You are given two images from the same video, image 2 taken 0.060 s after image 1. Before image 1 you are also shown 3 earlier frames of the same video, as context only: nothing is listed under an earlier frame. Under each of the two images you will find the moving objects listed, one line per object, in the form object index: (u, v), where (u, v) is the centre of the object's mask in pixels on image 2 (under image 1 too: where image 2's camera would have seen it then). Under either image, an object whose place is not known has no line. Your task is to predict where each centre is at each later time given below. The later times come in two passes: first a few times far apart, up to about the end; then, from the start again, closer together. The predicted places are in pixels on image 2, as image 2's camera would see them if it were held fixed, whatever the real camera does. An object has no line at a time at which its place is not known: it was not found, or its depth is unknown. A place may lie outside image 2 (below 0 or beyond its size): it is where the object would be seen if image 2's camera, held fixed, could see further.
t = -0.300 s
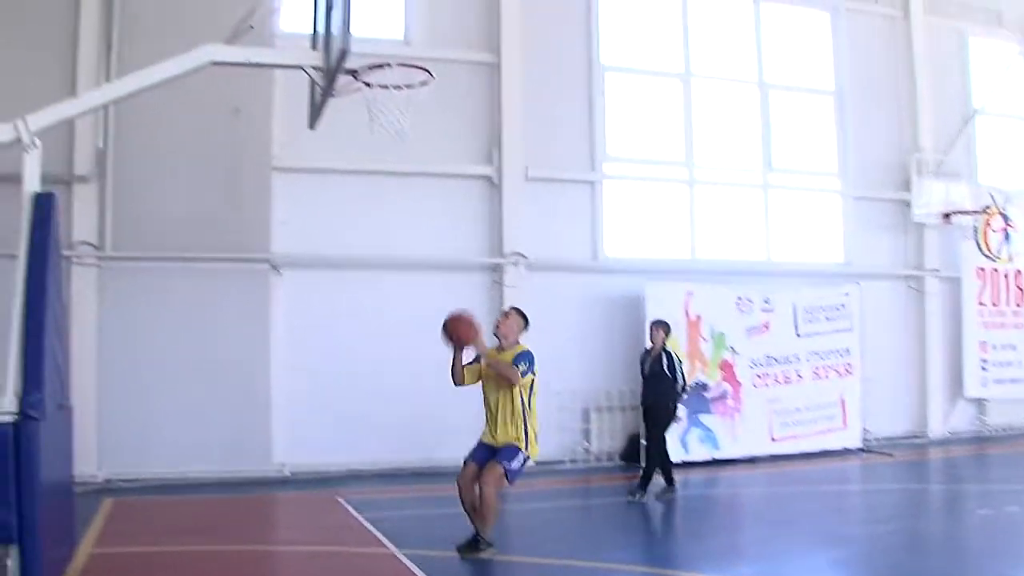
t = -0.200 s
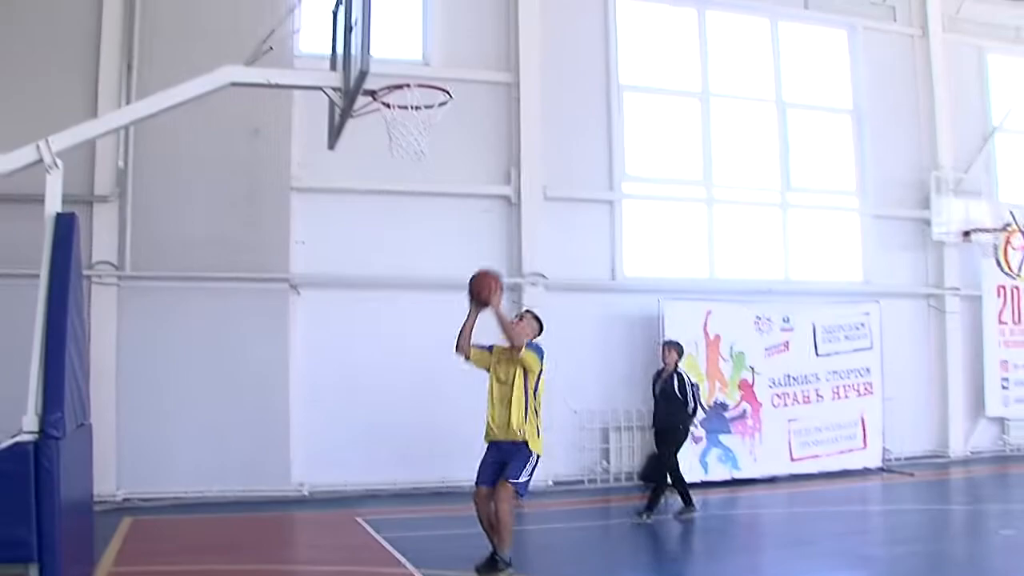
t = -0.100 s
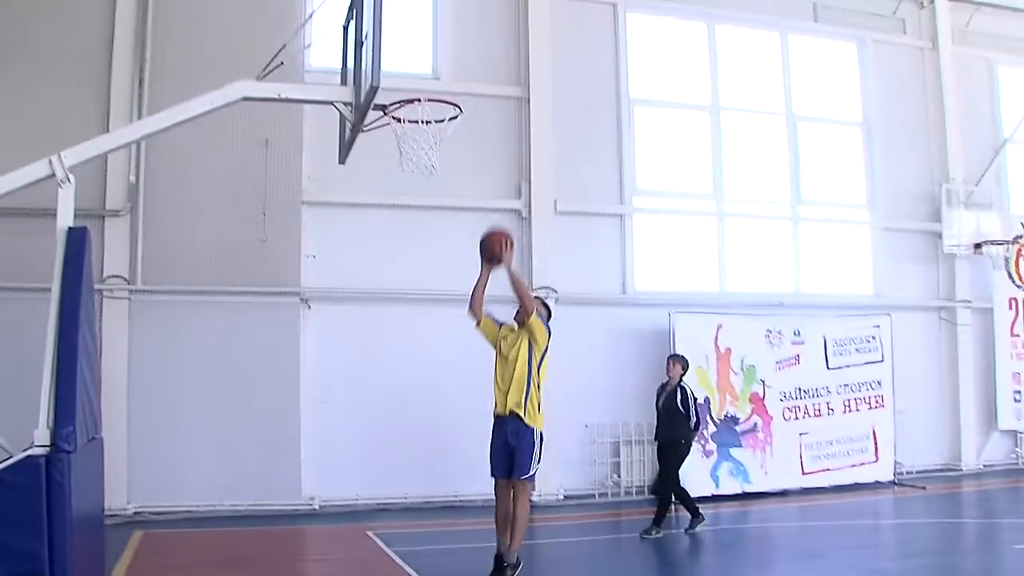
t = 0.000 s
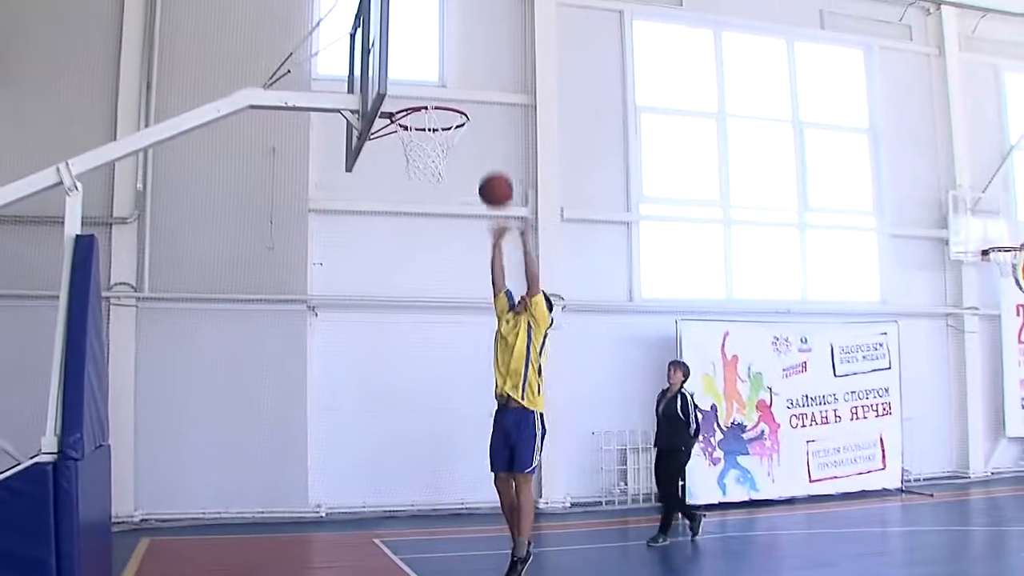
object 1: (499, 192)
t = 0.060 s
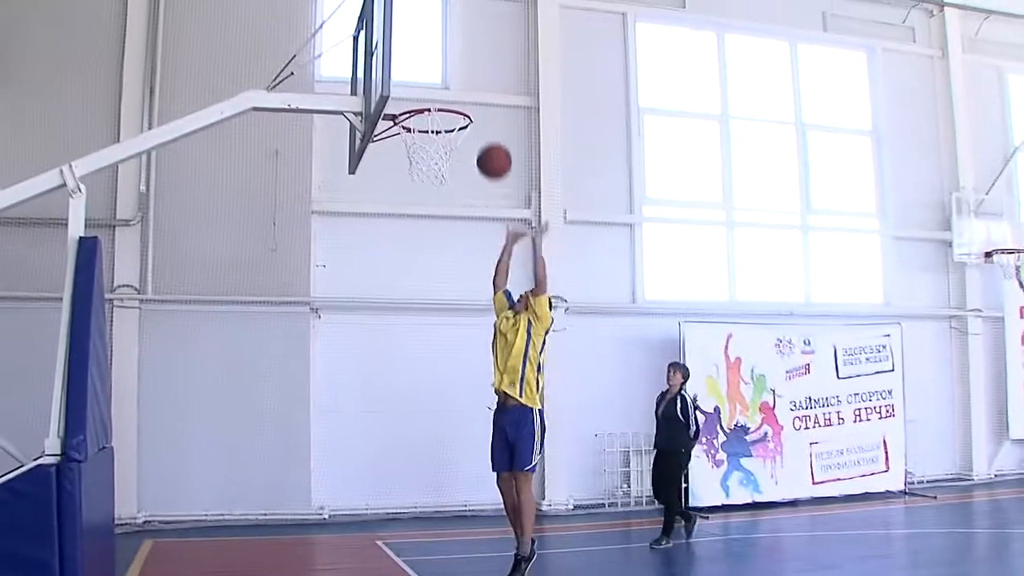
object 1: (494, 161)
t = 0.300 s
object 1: (474, 89)
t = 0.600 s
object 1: (450, 114)
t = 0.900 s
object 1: (415, 225)
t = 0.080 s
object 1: (492, 152)
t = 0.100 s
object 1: (490, 143)
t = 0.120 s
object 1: (489, 135)
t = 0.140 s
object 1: (487, 128)
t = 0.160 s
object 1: (486, 121)
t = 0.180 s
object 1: (485, 115)
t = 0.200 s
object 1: (483, 108)
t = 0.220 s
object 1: (481, 104)
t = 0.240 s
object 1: (479, 99)
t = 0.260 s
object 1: (478, 95)
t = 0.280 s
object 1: (476, 92)
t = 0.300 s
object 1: (474, 89)
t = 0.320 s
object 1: (473, 87)
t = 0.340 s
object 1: (471, 85)
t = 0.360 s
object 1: (470, 83)
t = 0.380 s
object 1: (468, 83)
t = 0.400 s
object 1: (466, 83)
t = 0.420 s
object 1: (465, 83)
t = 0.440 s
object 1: (463, 84)
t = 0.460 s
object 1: (462, 86)
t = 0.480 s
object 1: (460, 88)
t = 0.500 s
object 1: (458, 91)
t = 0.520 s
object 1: (457, 94)
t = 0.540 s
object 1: (455, 97)
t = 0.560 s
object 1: (453, 102)
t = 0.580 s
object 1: (452, 108)
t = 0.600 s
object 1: (450, 114)
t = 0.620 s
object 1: (449, 121)
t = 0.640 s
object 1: (448, 127)
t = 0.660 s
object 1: (445, 136)
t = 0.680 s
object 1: (443, 143)
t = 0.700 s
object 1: (441, 150)
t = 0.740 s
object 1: (437, 159)
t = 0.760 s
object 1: (433, 166)
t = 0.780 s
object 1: (430, 175)
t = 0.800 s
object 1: (428, 179)
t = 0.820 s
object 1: (426, 186)
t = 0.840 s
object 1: (423, 195)
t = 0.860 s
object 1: (420, 204)
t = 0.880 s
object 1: (418, 214)
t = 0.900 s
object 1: (415, 225)
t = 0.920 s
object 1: (413, 237)
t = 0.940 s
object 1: (411, 248)
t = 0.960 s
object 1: (409, 261)
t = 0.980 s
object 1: (406, 274)
